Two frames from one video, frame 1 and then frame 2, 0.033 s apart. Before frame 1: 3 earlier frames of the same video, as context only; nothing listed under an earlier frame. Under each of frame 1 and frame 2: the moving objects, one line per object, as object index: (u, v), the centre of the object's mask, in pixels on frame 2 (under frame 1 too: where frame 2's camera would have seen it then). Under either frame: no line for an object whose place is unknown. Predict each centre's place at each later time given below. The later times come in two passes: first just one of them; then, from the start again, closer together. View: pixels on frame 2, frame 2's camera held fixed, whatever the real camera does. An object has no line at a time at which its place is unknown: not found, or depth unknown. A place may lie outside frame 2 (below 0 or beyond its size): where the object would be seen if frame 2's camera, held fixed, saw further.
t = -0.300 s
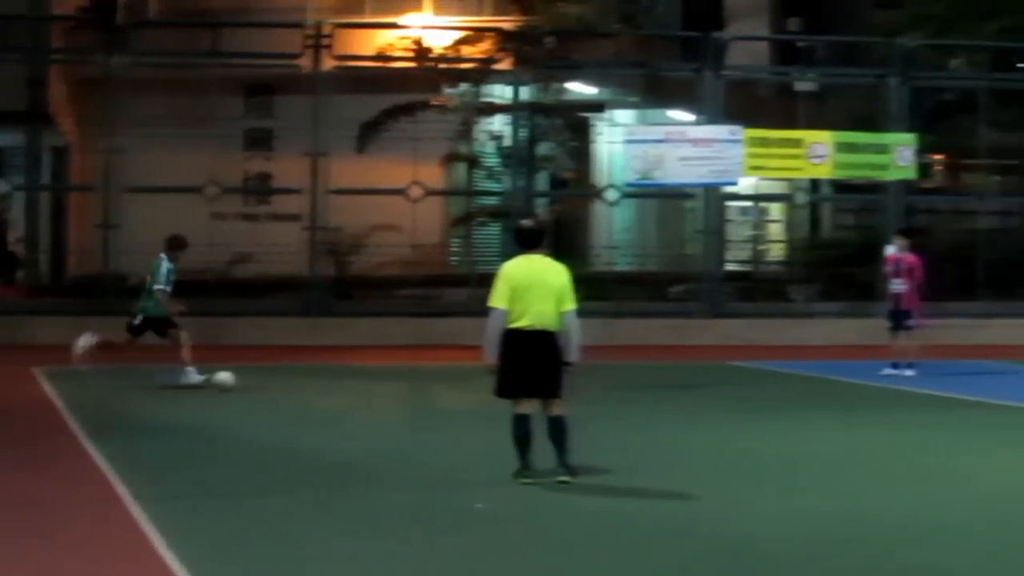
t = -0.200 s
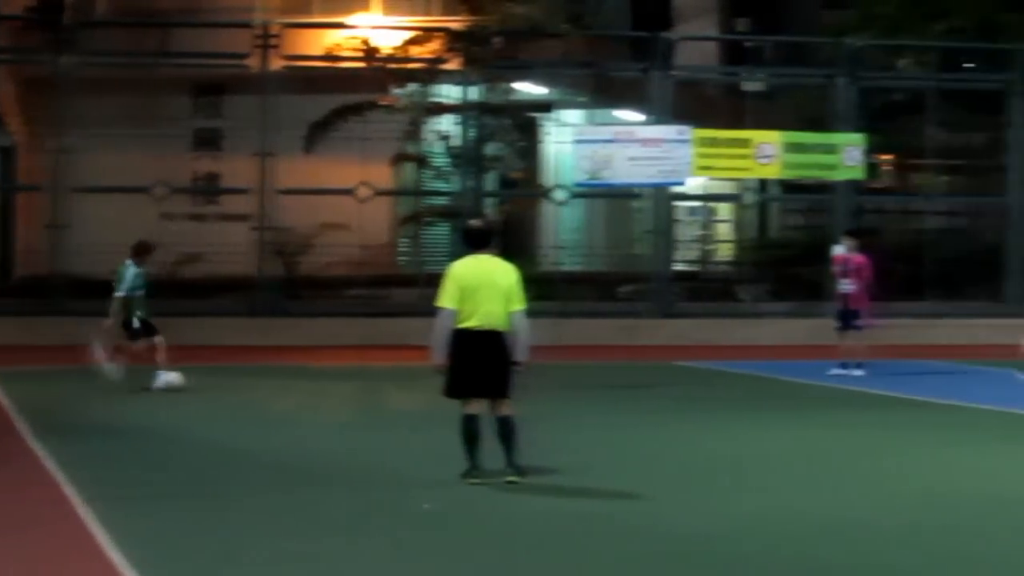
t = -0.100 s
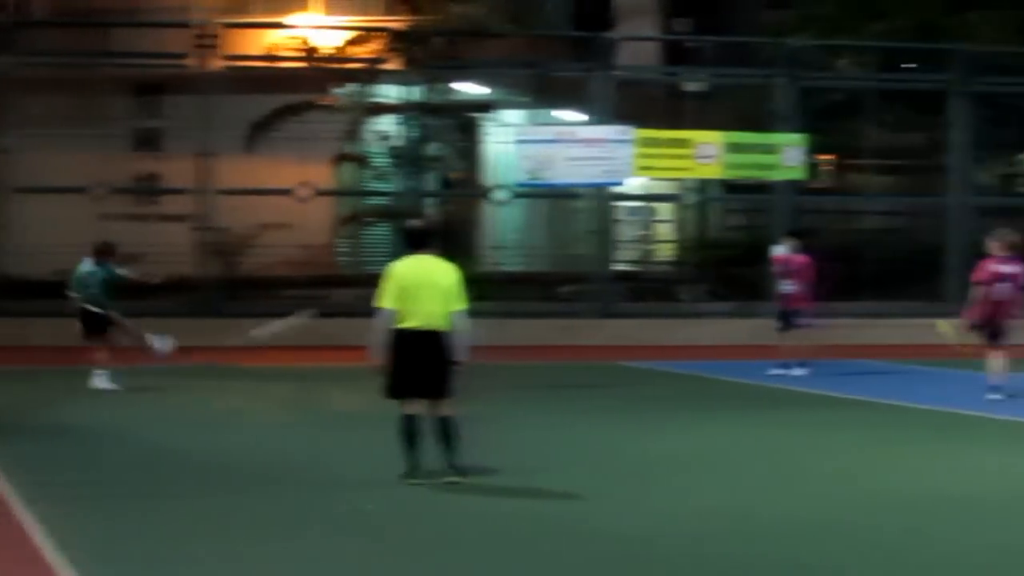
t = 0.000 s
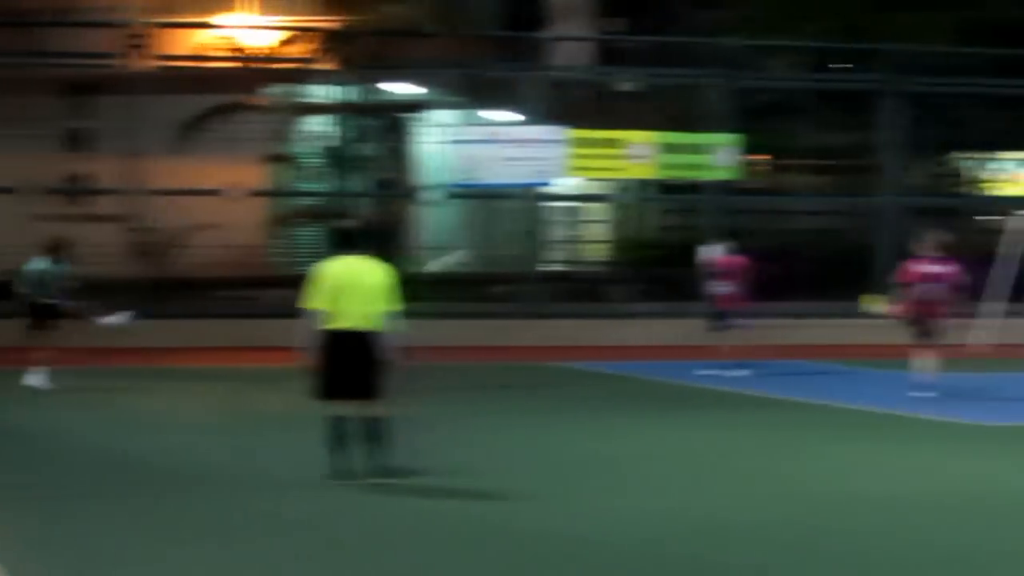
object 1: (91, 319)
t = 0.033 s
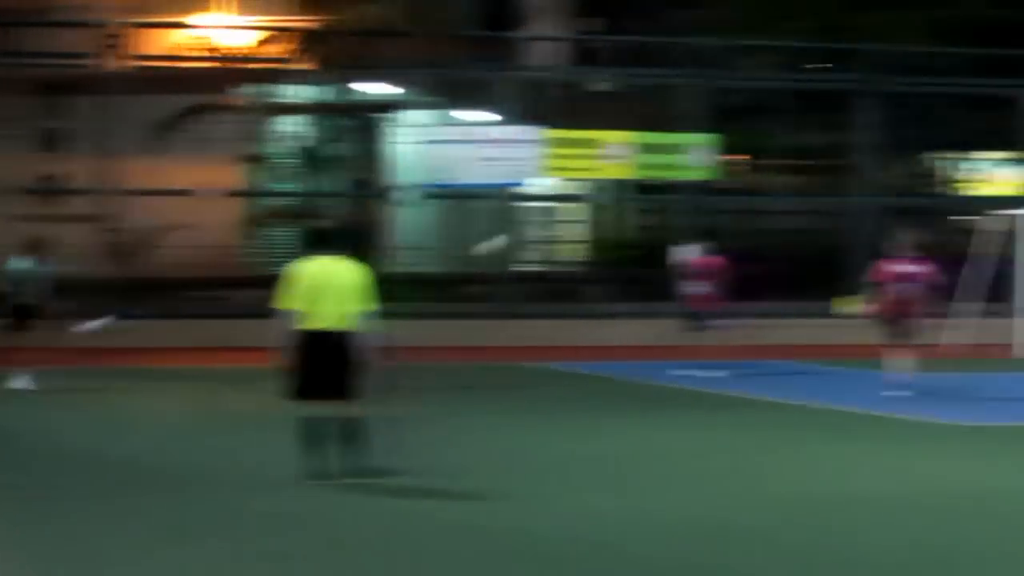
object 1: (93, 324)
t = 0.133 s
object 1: (105, 362)
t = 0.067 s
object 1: (98, 335)
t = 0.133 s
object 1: (105, 362)
